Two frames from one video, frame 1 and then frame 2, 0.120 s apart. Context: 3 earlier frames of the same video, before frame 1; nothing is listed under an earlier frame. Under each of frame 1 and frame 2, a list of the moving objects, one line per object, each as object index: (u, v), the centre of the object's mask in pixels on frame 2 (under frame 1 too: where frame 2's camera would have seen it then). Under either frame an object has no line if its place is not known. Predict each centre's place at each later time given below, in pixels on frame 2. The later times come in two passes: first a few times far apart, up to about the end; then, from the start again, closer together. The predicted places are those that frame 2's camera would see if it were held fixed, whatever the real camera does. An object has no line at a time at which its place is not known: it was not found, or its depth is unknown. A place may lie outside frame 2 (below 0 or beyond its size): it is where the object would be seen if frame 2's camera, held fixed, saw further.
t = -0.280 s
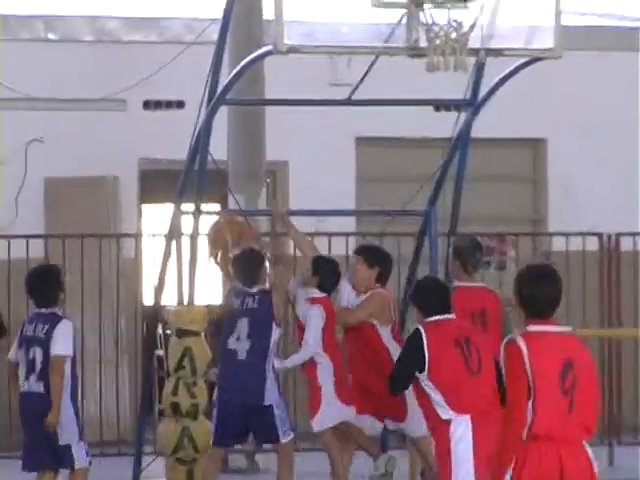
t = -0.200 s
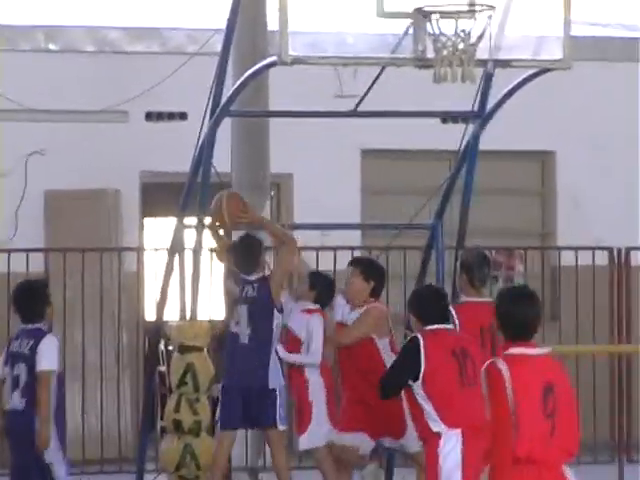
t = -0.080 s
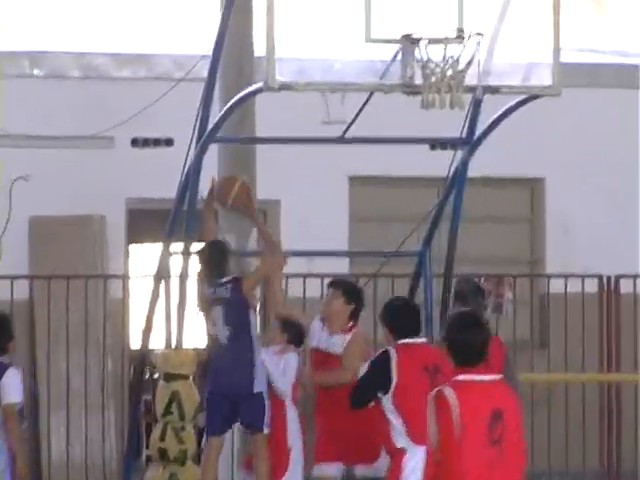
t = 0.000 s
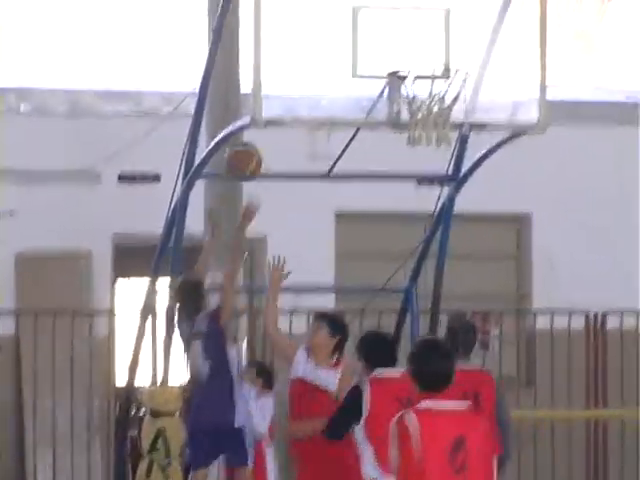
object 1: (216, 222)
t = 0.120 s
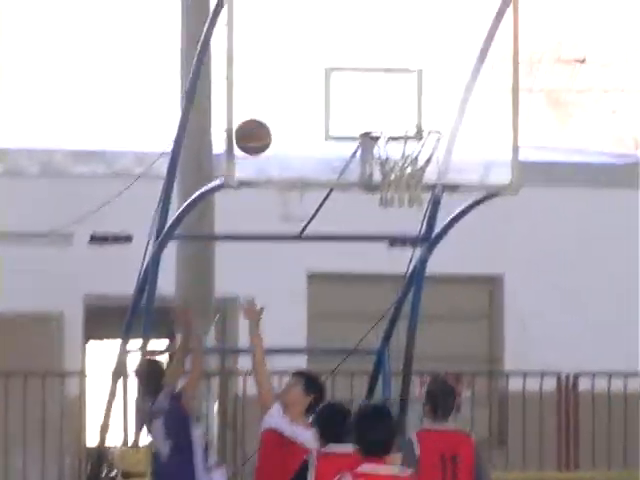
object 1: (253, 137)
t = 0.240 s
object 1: (289, 79)
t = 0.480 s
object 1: (359, 63)
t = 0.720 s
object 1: (413, 144)
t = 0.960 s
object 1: (371, 174)
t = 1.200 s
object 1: (382, 229)
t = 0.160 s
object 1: (265, 114)
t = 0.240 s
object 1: (289, 79)
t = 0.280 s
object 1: (300, 67)
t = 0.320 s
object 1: (311, 57)
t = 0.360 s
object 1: (323, 54)
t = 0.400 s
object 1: (335, 55)
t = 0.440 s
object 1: (347, 57)
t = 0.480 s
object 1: (359, 63)
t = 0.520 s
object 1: (372, 71)
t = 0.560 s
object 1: (384, 81)
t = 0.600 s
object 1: (396, 94)
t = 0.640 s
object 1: (409, 111)
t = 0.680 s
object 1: (419, 131)
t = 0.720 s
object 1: (413, 144)
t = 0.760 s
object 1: (402, 156)
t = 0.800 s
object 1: (391, 171)
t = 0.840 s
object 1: (386, 172)
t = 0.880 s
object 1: (374, 172)
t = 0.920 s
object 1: (372, 174)
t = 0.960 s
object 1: (371, 174)
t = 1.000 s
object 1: (372, 176)
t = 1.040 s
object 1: (375, 183)
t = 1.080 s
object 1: (377, 190)
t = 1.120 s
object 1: (378, 202)
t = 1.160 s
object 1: (380, 214)
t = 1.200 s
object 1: (382, 229)
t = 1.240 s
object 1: (383, 250)
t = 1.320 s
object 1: (388, 293)
